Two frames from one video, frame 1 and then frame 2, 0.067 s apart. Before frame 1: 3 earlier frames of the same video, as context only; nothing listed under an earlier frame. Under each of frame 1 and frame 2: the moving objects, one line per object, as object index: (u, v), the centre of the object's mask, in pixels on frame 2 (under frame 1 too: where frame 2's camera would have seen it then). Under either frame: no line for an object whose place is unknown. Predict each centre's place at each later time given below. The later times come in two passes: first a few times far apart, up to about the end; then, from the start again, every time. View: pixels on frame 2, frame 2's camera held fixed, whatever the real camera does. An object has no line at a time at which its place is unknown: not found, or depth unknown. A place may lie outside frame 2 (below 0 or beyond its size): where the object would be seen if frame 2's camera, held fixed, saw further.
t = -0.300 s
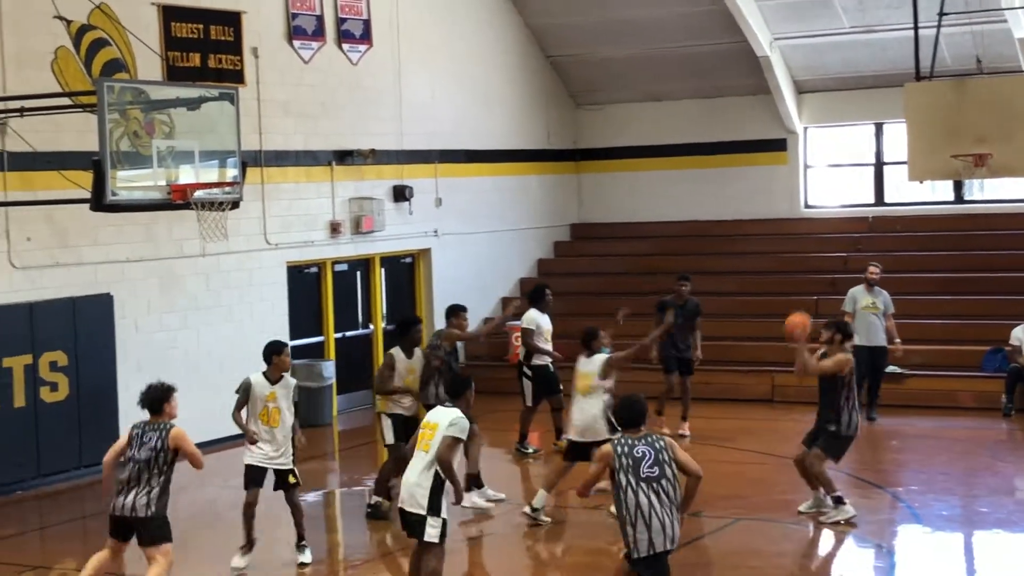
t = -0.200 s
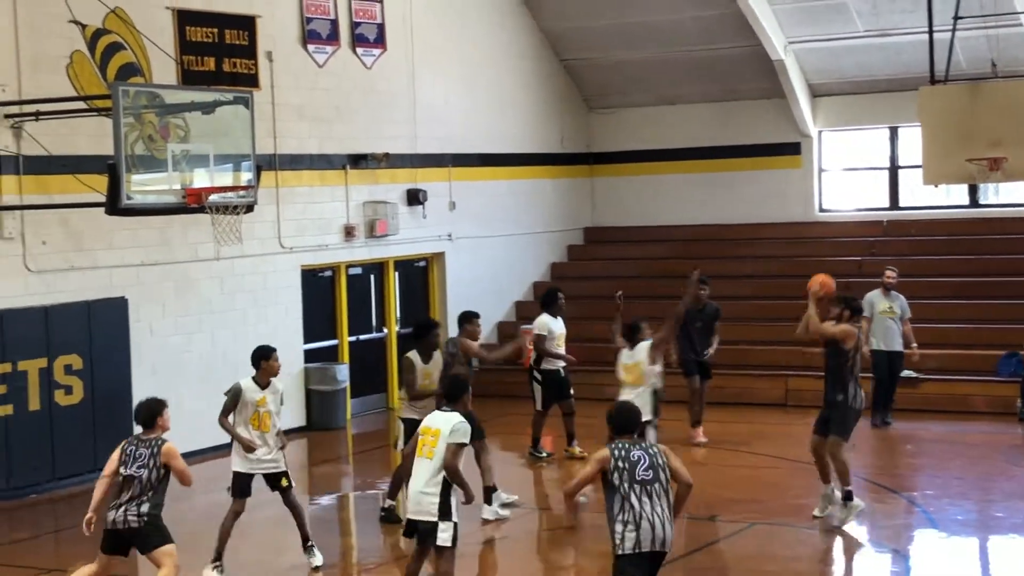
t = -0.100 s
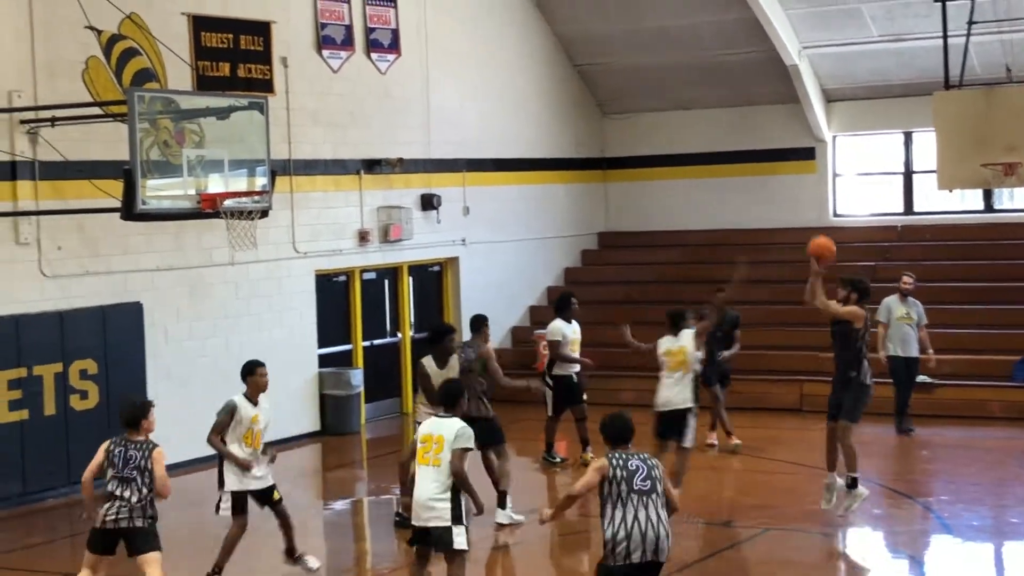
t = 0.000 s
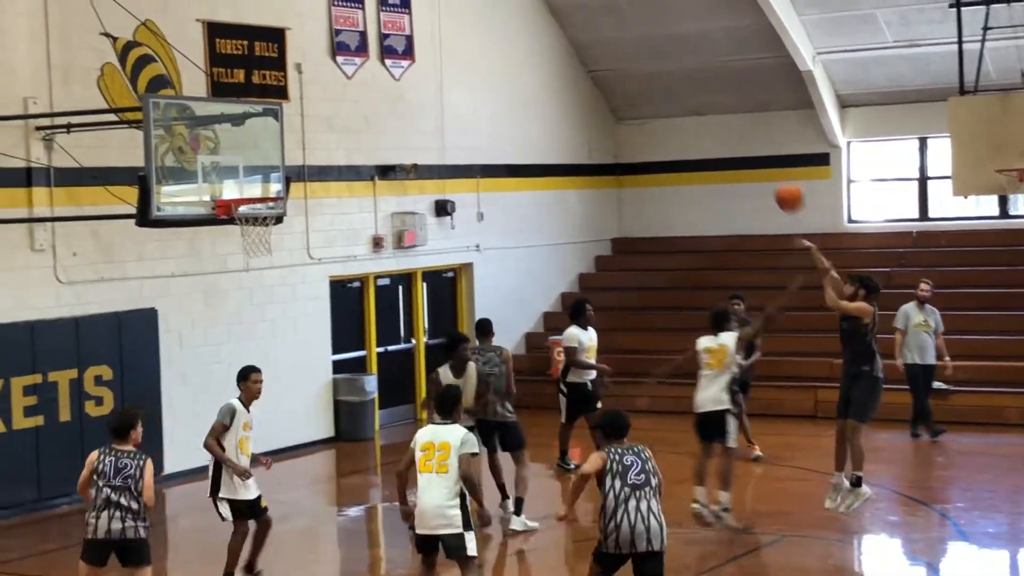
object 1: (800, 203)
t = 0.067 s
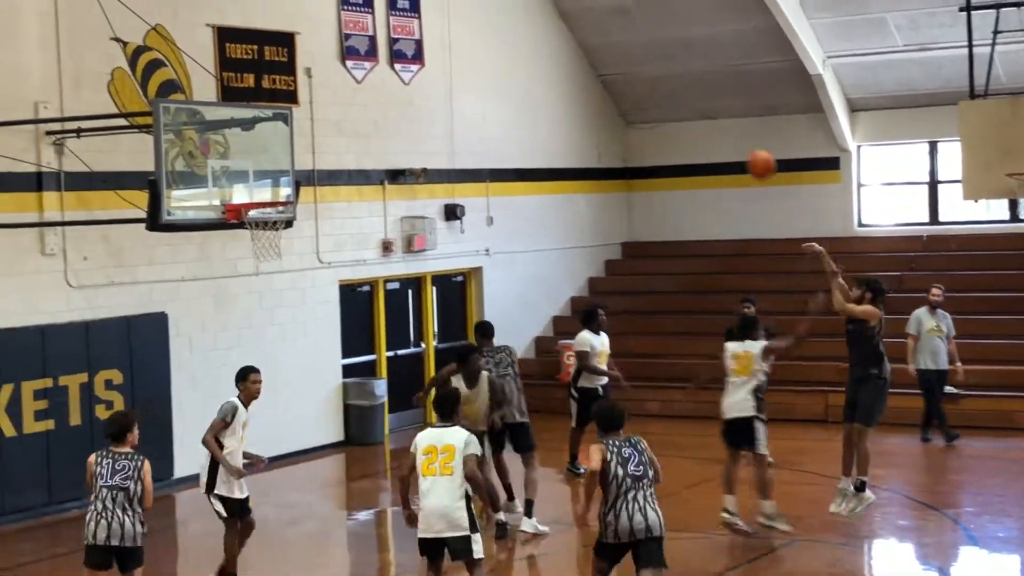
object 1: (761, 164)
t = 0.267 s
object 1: (651, 87)
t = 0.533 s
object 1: (512, 55)
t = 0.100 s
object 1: (741, 148)
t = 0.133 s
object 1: (722, 134)
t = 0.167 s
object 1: (704, 120)
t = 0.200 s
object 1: (686, 108)
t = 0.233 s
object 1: (669, 97)
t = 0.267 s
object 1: (651, 87)
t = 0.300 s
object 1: (633, 78)
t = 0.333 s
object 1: (615, 72)
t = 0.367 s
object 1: (597, 66)
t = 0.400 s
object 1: (579, 61)
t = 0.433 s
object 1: (560, 58)
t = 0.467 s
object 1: (547, 56)
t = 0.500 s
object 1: (529, 55)
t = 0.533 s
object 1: (512, 55)
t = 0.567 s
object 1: (496, 57)
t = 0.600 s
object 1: (479, 59)
